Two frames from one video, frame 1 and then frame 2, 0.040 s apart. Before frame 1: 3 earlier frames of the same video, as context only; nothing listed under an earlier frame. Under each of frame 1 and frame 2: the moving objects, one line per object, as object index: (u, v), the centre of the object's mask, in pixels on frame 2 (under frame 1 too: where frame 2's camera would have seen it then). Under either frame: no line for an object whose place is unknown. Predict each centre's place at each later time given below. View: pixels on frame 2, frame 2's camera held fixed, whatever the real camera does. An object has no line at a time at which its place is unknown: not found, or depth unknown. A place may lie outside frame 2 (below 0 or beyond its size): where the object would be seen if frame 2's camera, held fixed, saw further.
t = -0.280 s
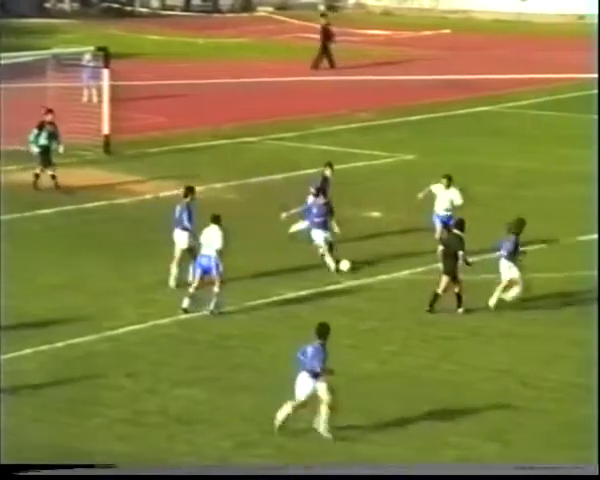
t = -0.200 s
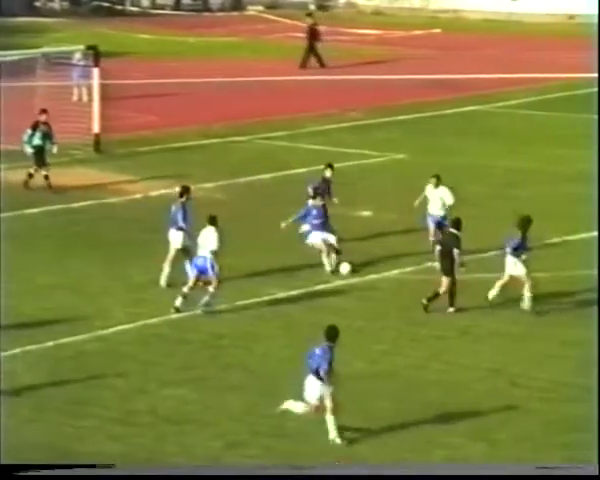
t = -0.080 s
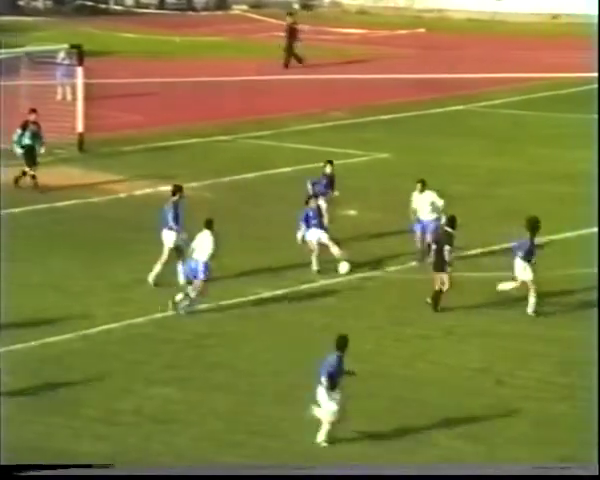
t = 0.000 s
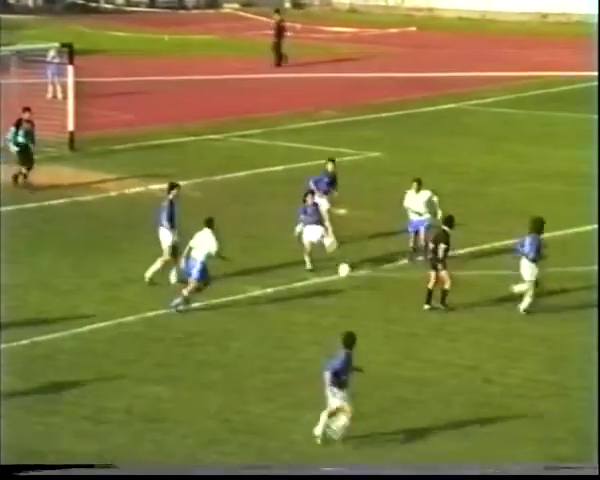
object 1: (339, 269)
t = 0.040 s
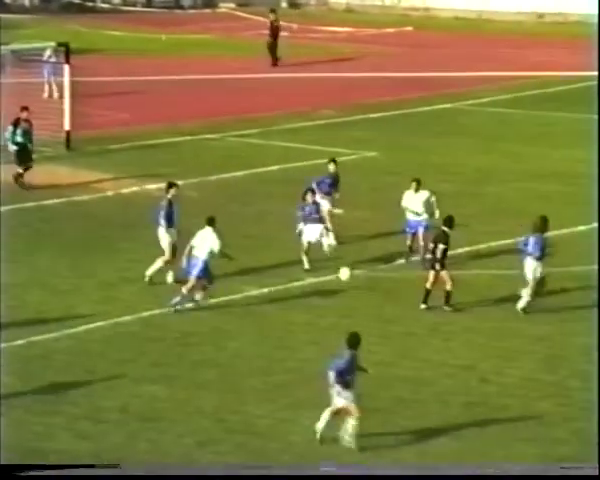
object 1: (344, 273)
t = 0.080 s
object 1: (348, 278)
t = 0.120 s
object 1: (353, 285)
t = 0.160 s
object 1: (357, 292)
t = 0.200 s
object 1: (361, 300)
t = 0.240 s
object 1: (364, 309)
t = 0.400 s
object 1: (375, 329)
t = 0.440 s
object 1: (377, 327)
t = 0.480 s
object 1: (378, 326)
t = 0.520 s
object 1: (380, 326)
